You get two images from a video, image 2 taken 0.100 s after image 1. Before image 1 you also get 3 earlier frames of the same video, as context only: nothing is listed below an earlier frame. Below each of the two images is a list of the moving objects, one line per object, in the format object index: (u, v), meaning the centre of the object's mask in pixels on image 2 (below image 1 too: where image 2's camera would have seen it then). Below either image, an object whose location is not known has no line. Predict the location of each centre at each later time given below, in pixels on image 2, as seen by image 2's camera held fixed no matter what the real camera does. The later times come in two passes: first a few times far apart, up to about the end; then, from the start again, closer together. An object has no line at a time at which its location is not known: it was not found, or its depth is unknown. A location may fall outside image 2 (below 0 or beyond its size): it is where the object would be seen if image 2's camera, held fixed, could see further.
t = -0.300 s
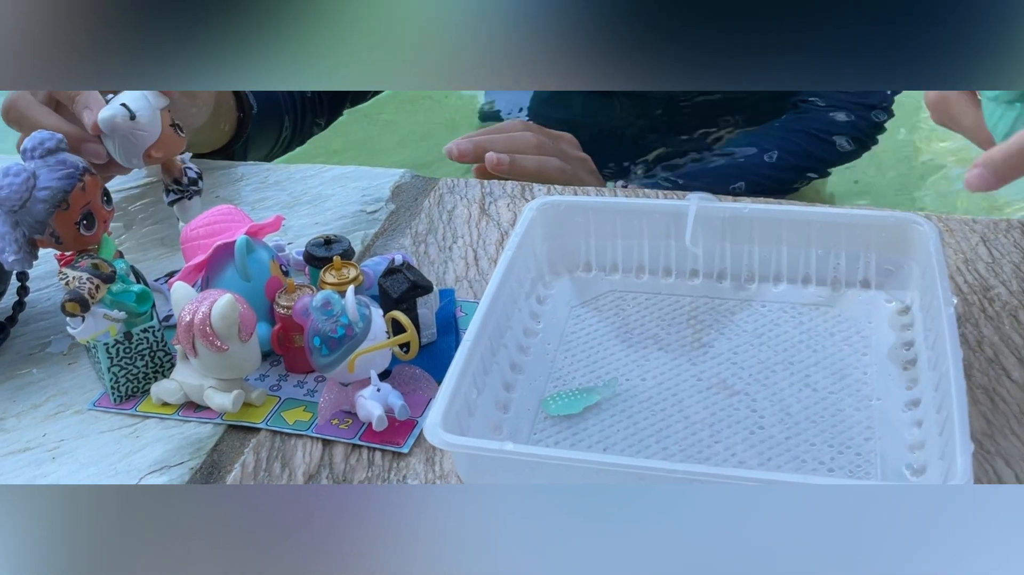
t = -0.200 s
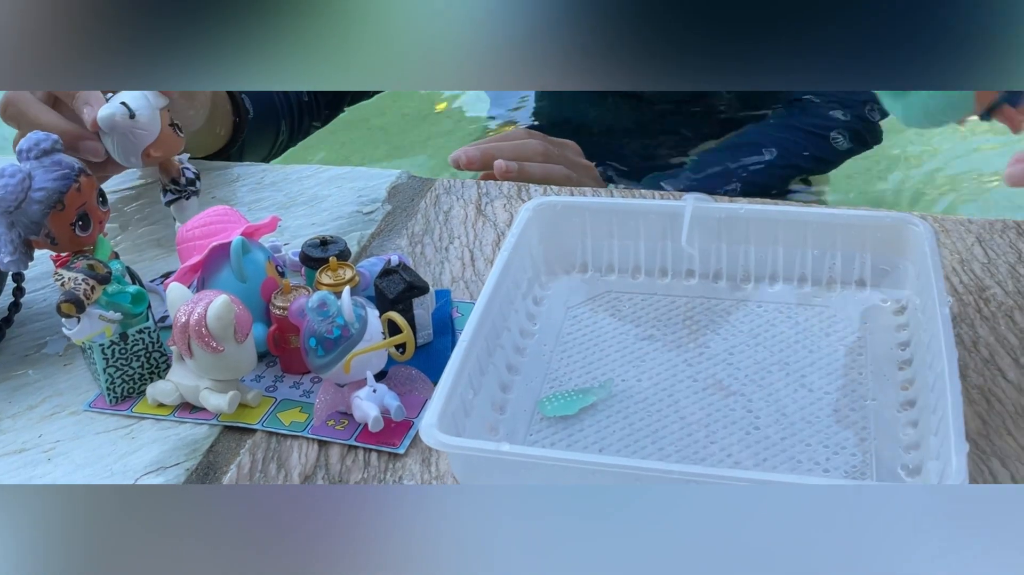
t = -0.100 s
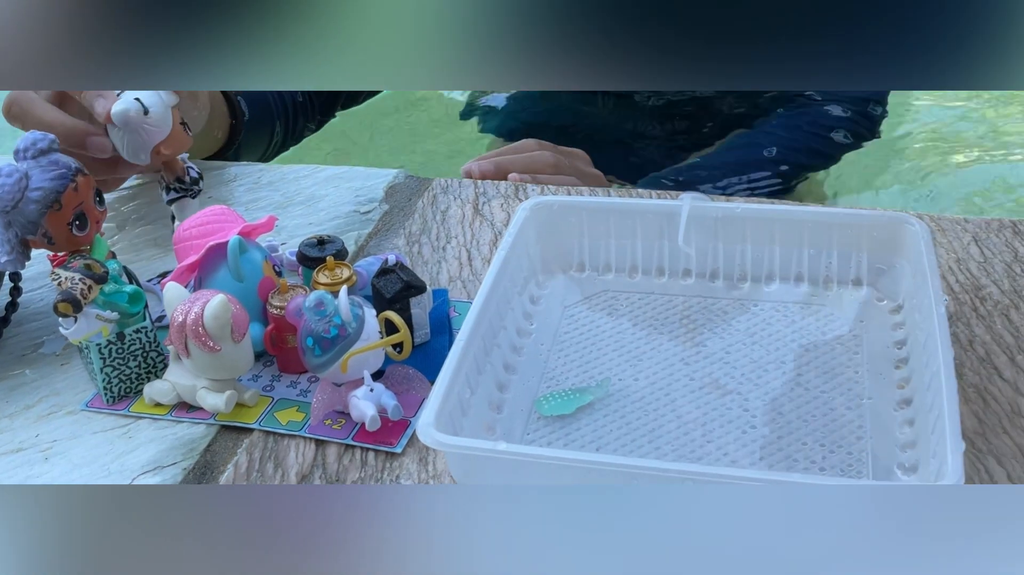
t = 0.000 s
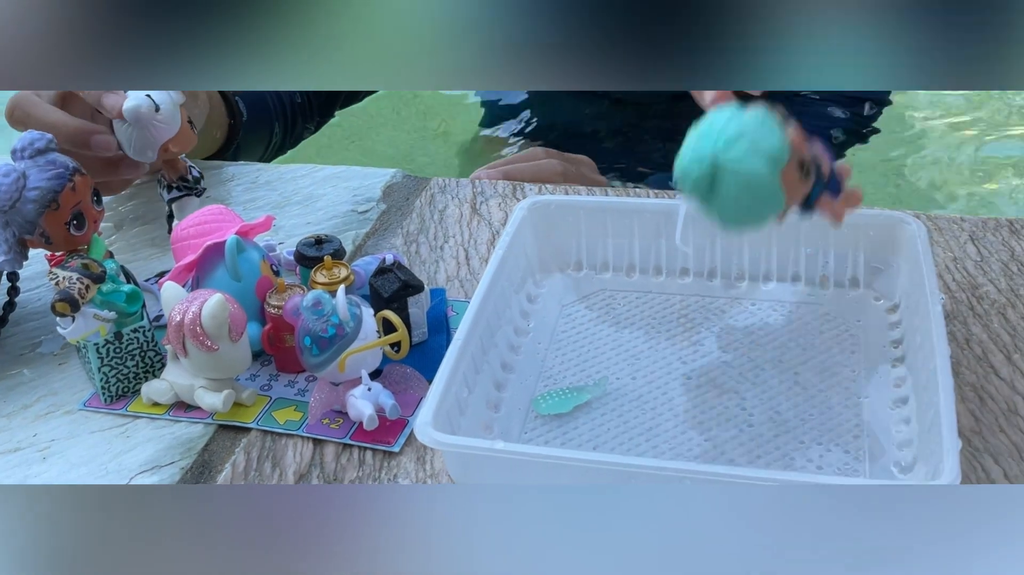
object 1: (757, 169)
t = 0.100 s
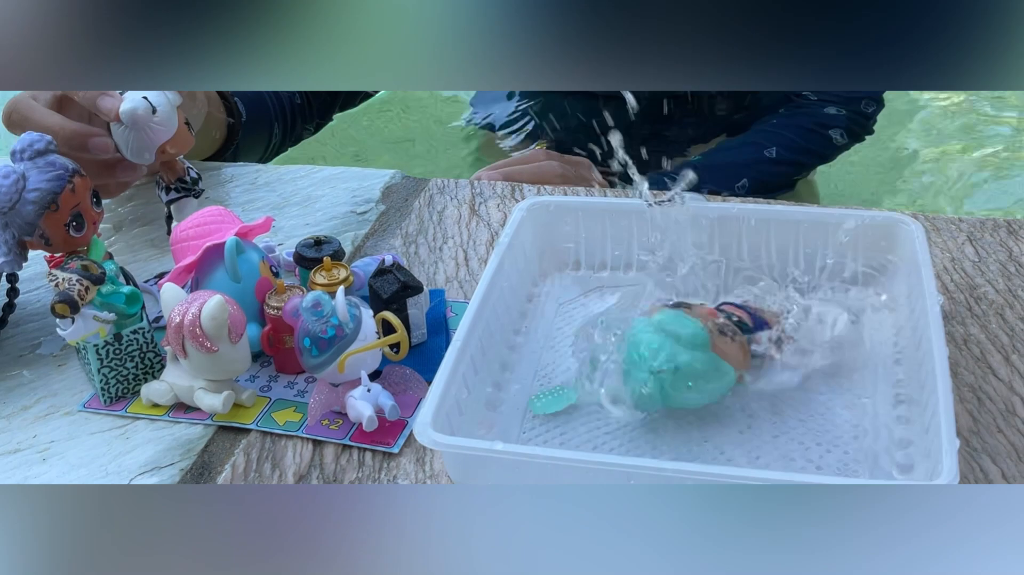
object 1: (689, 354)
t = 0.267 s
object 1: (655, 338)
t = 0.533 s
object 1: (633, 329)
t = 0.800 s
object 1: (607, 312)
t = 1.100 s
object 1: (606, 307)
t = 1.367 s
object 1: (603, 298)
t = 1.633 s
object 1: (601, 295)
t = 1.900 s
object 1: (599, 293)
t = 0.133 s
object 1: (678, 349)
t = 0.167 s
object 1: (673, 343)
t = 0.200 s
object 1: (668, 339)
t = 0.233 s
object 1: (661, 339)
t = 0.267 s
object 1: (655, 338)
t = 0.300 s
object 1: (648, 339)
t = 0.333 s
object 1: (645, 336)
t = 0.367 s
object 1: (641, 333)
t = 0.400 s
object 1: (641, 332)
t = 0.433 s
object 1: (639, 331)
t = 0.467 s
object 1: (637, 331)
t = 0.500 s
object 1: (635, 329)
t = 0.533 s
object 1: (633, 329)
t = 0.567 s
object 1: (630, 327)
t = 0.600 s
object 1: (627, 326)
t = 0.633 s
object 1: (620, 322)
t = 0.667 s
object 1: (616, 319)
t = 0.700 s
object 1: (613, 316)
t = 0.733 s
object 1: (609, 315)
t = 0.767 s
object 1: (607, 314)
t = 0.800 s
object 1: (607, 312)
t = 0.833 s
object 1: (607, 310)
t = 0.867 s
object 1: (608, 308)
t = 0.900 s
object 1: (608, 307)
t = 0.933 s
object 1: (607, 307)
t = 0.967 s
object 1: (608, 307)
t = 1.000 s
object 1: (607, 308)
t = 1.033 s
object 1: (605, 308)
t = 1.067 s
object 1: (606, 307)
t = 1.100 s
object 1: (606, 307)
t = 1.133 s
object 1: (606, 306)
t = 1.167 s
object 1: (605, 305)
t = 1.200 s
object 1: (604, 305)
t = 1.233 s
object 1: (603, 304)
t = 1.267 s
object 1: (602, 303)
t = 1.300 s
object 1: (602, 302)
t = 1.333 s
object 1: (602, 300)
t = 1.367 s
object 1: (603, 298)
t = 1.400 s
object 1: (604, 296)
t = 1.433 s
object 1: (604, 295)
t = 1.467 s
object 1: (603, 294)
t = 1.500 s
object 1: (602, 293)
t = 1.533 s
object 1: (602, 293)
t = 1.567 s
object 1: (601, 293)
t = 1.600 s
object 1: (601, 294)
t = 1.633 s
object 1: (601, 295)
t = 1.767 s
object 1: (600, 296)
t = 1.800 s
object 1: (600, 296)
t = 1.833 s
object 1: (599, 295)
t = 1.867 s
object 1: (599, 294)
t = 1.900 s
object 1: (599, 293)
